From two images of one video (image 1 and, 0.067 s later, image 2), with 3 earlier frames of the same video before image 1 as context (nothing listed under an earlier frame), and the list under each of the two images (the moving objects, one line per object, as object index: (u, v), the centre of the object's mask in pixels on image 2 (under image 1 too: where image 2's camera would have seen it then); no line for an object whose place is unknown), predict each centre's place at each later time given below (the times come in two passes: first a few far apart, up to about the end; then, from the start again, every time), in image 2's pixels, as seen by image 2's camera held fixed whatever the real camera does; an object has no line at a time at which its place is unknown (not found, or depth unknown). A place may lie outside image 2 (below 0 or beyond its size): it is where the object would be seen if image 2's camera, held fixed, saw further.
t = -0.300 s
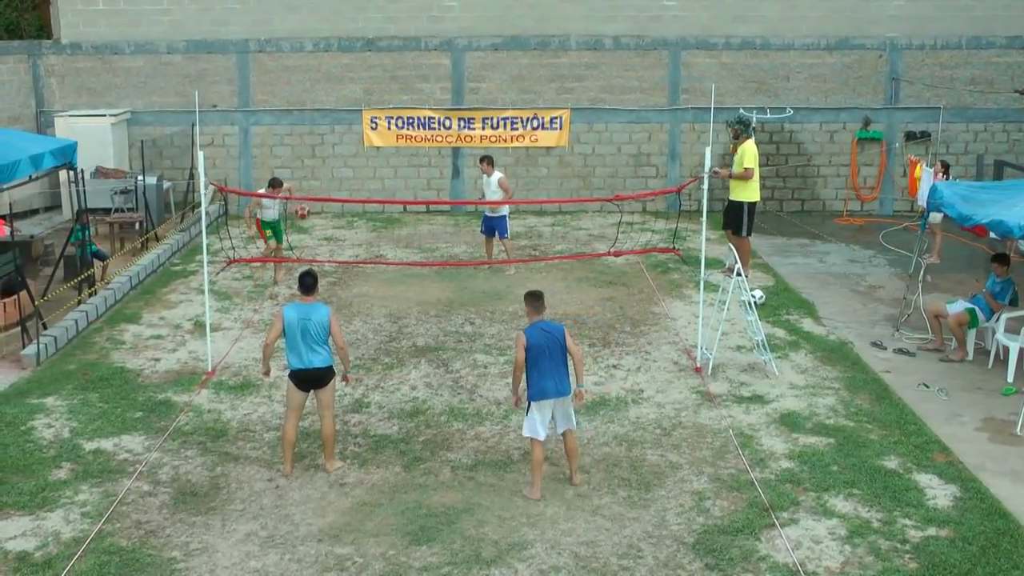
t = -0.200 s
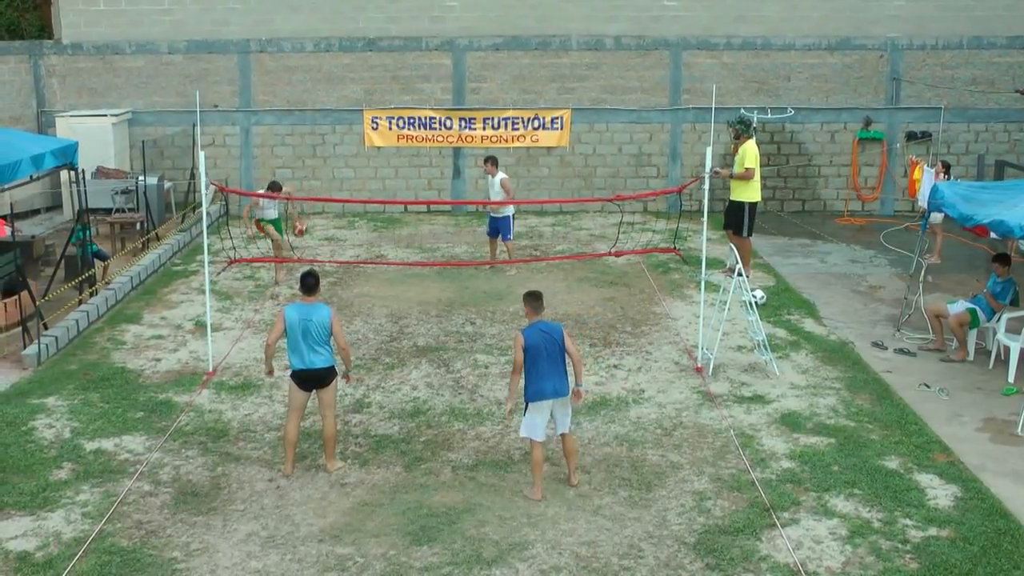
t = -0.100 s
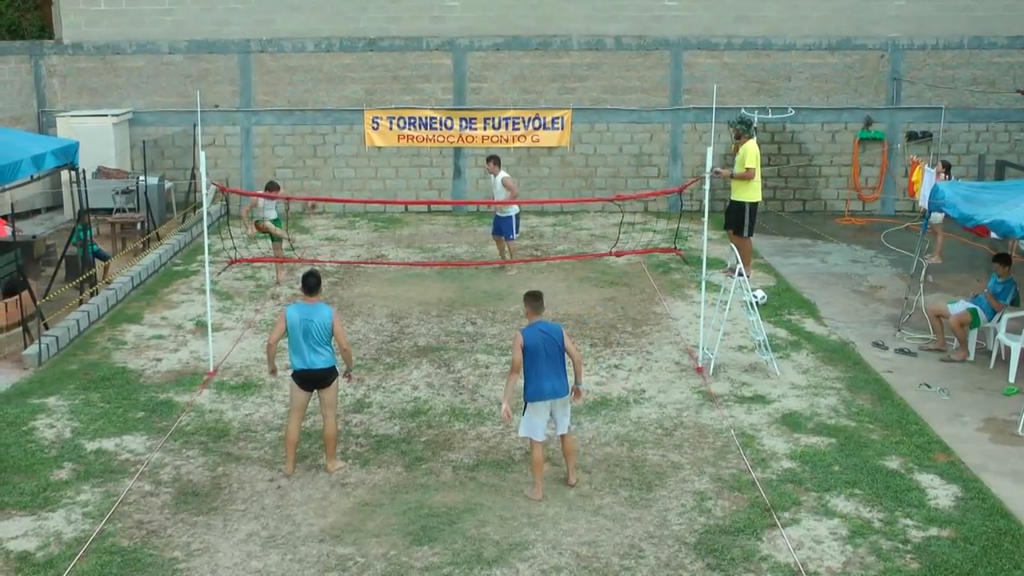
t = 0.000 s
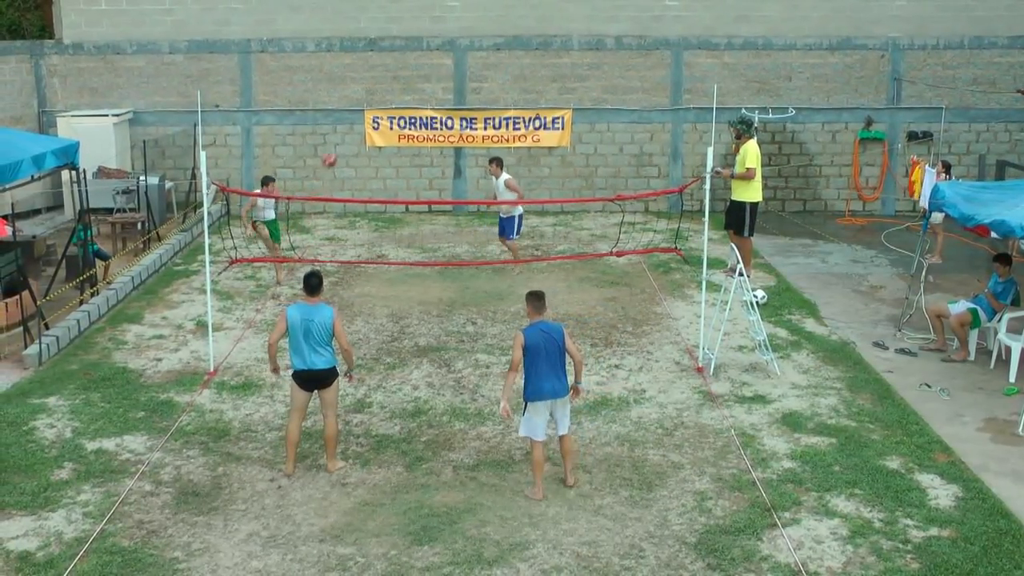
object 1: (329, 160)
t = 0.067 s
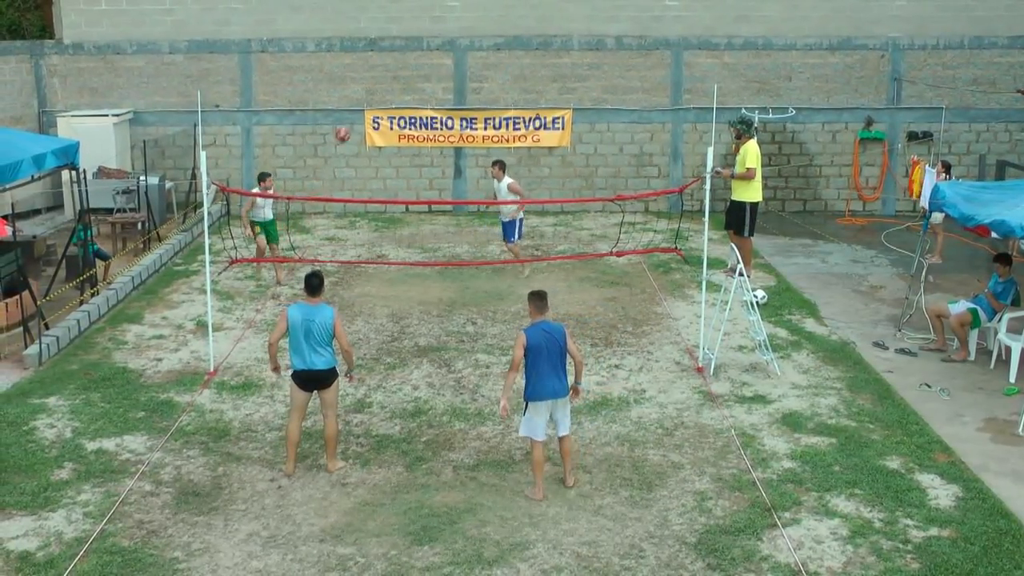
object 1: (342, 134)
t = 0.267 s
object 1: (381, 77)
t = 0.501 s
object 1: (427, 45)
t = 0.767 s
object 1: (482, 55)
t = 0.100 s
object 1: (349, 124)
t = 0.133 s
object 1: (355, 111)
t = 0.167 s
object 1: (362, 102)
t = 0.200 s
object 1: (368, 94)
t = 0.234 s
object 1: (375, 84)
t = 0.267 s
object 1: (381, 77)
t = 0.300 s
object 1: (387, 71)
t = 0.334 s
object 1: (394, 65)
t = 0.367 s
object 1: (400, 59)
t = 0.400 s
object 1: (407, 54)
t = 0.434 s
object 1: (415, 50)
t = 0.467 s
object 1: (420, 46)
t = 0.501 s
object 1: (427, 45)
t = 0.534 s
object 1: (434, 43)
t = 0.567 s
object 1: (441, 42)
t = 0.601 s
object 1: (448, 42)
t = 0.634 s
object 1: (454, 43)
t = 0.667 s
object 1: (461, 45)
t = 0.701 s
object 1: (468, 48)
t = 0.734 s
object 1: (476, 51)
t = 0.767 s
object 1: (482, 55)
